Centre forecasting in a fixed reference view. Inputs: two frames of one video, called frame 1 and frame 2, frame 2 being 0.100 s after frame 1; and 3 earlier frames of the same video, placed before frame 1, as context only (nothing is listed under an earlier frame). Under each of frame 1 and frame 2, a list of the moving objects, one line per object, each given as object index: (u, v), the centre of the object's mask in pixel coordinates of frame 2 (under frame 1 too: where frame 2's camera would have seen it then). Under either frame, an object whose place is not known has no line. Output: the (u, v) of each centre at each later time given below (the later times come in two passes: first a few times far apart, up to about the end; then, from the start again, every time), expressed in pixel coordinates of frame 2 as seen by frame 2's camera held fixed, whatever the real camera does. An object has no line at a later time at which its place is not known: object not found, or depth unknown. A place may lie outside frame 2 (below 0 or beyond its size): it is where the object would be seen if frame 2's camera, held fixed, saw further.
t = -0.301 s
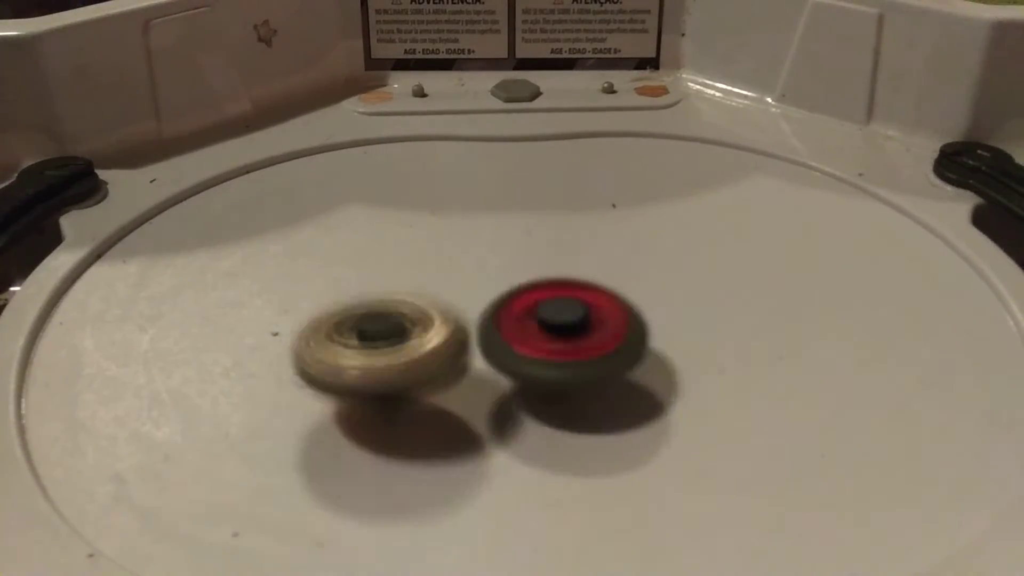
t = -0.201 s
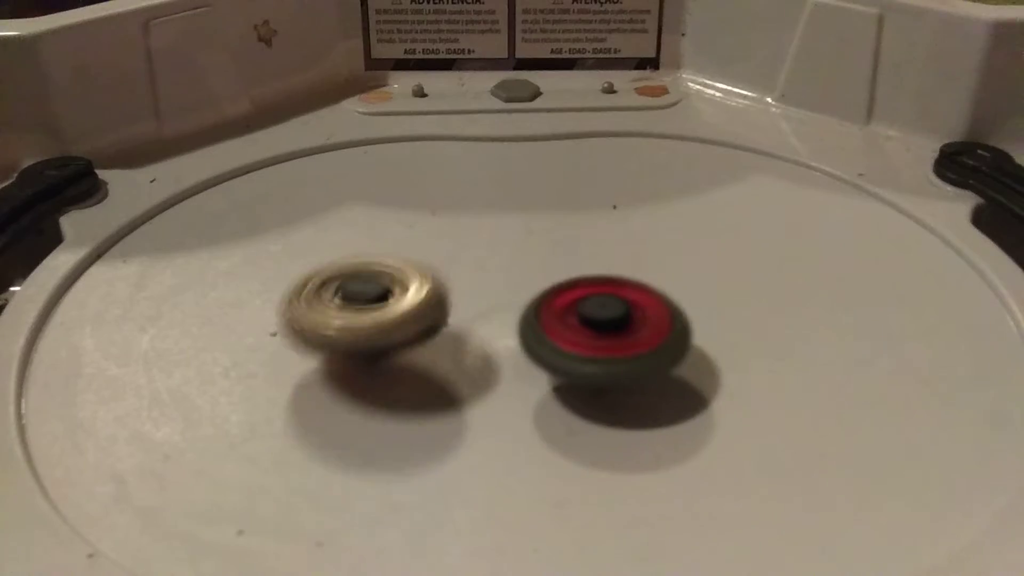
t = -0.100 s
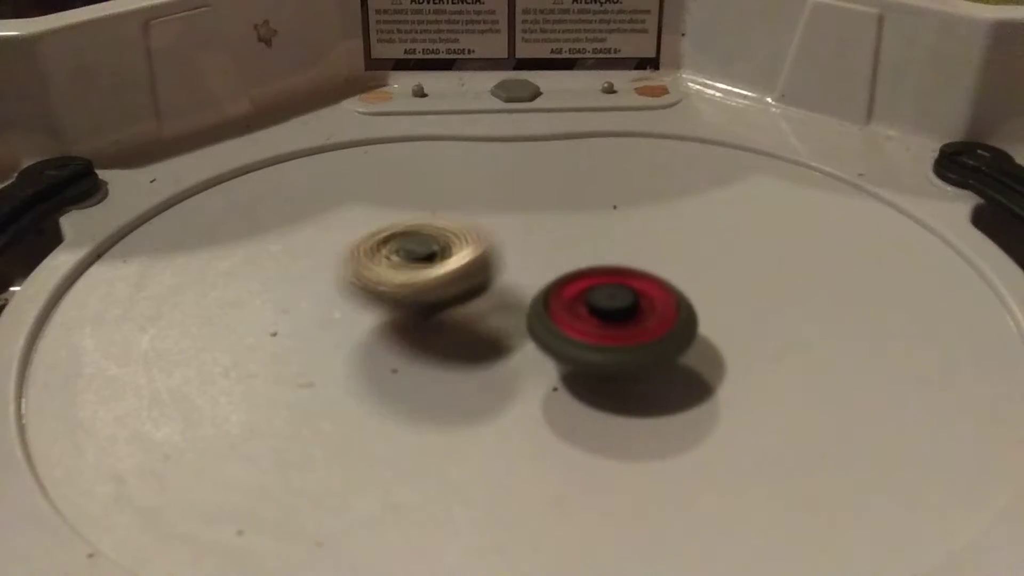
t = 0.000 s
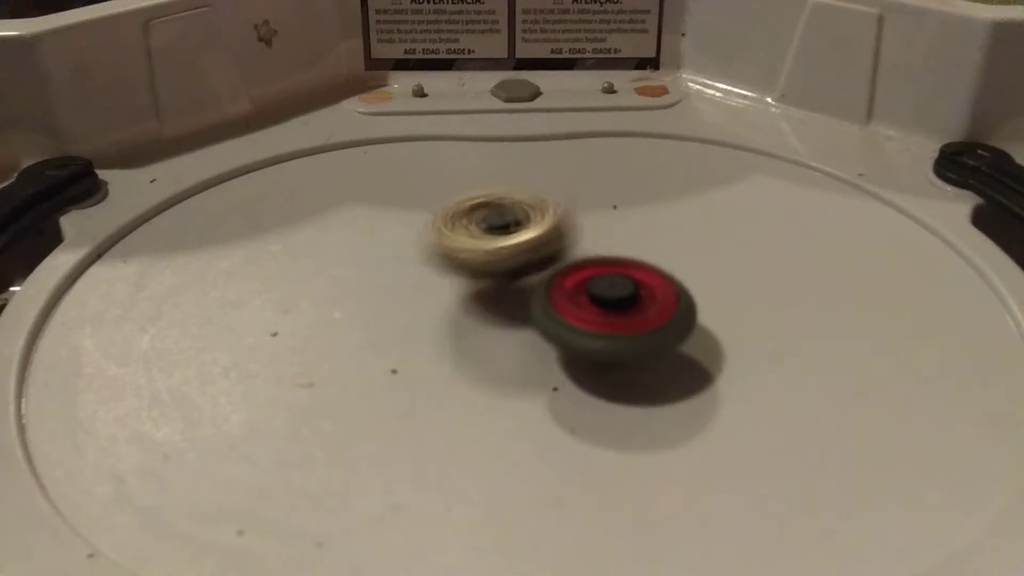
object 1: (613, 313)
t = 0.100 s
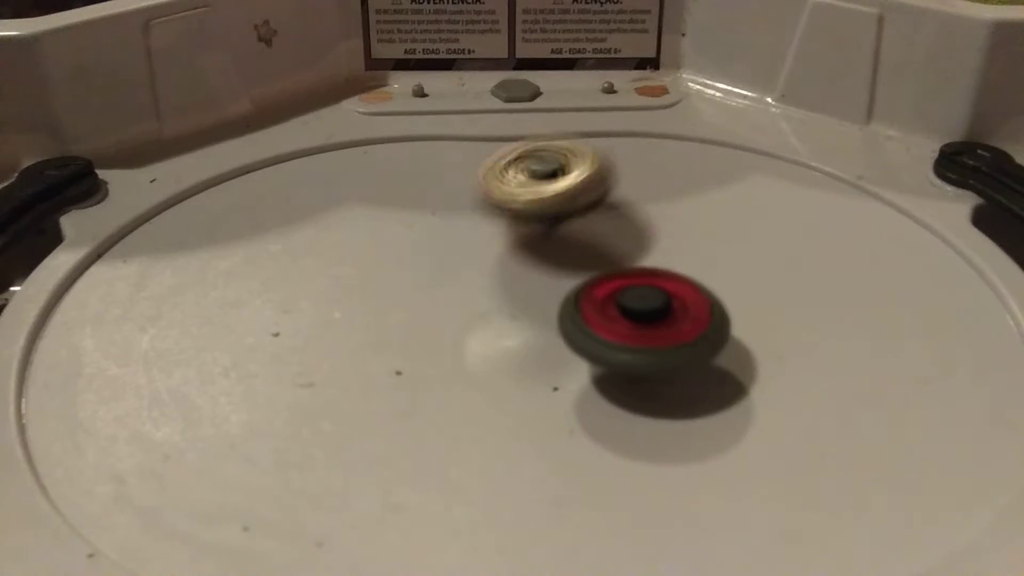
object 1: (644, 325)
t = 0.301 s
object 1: (634, 298)
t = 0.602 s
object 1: (575, 275)
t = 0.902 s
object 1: (479, 269)
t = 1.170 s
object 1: (432, 292)
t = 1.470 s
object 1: (476, 287)
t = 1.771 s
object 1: (544, 272)
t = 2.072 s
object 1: (625, 258)
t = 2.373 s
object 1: (651, 244)
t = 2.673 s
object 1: (630, 269)
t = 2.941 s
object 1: (657, 298)
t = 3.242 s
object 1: (715, 293)
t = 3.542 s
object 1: (664, 306)
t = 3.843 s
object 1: (696, 360)
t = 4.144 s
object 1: (664, 366)
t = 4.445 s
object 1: (595, 355)
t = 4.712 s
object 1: (553, 337)
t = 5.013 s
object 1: (489, 355)
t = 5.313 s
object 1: (472, 345)
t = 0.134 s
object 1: (646, 323)
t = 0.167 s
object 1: (647, 318)
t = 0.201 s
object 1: (645, 313)
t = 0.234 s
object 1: (642, 308)
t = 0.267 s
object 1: (639, 303)
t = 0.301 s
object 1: (634, 298)
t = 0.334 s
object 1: (630, 294)
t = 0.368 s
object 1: (625, 291)
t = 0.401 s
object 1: (618, 288)
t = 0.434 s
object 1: (611, 285)
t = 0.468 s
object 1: (604, 283)
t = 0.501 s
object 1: (596, 280)
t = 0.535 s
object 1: (589, 278)
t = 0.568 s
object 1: (583, 276)
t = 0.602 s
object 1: (575, 275)
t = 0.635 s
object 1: (564, 274)
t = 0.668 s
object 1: (550, 274)
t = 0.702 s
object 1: (541, 274)
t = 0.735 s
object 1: (538, 276)
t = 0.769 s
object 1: (534, 275)
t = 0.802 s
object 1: (522, 271)
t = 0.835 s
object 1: (509, 269)
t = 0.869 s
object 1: (494, 269)
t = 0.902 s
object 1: (479, 269)
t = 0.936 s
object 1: (467, 273)
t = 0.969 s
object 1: (457, 274)
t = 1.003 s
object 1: (448, 277)
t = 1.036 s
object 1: (441, 280)
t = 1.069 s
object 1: (435, 283)
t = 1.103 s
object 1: (432, 285)
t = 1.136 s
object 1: (431, 289)
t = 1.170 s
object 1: (432, 292)
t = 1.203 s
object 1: (439, 289)
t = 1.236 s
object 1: (452, 284)
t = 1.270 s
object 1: (461, 282)
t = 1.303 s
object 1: (467, 282)
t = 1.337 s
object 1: (470, 284)
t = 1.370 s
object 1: (471, 286)
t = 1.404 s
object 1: (472, 288)
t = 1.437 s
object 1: (473, 288)
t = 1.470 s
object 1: (476, 287)
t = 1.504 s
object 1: (479, 285)
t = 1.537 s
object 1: (482, 283)
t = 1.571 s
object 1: (485, 281)
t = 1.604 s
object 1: (488, 279)
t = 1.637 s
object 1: (491, 278)
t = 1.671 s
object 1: (493, 276)
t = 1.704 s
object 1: (494, 276)
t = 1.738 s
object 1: (508, 272)
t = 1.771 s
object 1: (544, 272)
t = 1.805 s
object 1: (571, 273)
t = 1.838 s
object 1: (590, 273)
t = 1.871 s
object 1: (599, 271)
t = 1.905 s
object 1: (605, 269)
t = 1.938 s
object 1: (611, 266)
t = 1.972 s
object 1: (616, 263)
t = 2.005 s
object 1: (619, 261)
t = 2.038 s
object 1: (622, 259)
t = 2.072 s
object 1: (625, 258)
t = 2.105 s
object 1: (628, 257)
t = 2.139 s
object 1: (631, 256)
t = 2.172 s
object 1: (640, 254)
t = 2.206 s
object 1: (646, 252)
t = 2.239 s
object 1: (650, 251)
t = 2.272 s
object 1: (652, 249)
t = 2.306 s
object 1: (654, 247)
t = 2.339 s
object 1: (653, 245)
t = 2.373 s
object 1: (651, 244)
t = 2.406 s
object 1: (648, 244)
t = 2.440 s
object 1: (645, 245)
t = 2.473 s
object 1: (643, 247)
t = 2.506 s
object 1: (640, 249)
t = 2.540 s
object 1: (637, 253)
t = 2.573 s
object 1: (635, 256)
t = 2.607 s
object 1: (633, 260)
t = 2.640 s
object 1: (632, 264)
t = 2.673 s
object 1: (630, 269)
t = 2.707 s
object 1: (629, 274)
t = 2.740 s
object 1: (628, 279)
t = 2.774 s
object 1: (629, 284)
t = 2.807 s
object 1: (635, 286)
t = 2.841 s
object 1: (644, 288)
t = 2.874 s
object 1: (650, 291)
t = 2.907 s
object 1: (654, 293)
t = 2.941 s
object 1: (657, 298)
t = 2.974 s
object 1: (662, 300)
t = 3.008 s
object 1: (681, 298)
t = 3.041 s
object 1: (697, 296)
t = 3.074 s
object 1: (707, 296)
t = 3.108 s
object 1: (711, 296)
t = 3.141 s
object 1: (713, 294)
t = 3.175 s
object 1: (715, 295)
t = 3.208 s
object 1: (715, 293)
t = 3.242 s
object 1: (715, 293)
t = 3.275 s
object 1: (712, 293)
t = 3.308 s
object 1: (708, 293)
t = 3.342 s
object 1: (703, 296)
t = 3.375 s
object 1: (697, 295)
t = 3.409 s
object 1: (691, 297)
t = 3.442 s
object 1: (684, 298)
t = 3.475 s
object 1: (677, 300)
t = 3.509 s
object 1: (671, 303)
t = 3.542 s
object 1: (664, 306)
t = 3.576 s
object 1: (656, 309)
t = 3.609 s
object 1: (648, 311)
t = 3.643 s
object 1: (658, 320)
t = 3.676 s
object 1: (679, 332)
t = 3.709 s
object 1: (691, 344)
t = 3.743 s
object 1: (696, 352)
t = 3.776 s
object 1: (696, 355)
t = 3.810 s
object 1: (696, 358)
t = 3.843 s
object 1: (696, 360)
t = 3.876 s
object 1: (694, 359)
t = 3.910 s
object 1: (693, 361)
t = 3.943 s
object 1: (692, 362)
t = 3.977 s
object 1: (689, 363)
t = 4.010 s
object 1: (684, 364)
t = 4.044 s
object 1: (680, 365)
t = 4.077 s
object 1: (675, 366)
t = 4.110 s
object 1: (670, 366)
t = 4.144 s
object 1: (664, 366)
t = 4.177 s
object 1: (658, 366)
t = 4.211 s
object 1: (650, 365)
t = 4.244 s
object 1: (644, 365)
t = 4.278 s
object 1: (637, 363)
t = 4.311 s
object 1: (629, 362)
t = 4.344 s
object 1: (621, 360)
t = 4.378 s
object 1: (613, 359)
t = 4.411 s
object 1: (603, 357)
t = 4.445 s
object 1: (595, 355)
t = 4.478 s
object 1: (598, 357)
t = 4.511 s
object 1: (600, 358)
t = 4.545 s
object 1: (597, 356)
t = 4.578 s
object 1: (591, 353)
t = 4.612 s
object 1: (583, 349)
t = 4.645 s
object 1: (574, 345)
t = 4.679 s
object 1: (566, 340)
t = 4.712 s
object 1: (553, 337)
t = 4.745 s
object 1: (537, 338)
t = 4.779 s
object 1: (514, 339)
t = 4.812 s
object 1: (502, 348)
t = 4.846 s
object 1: (498, 355)
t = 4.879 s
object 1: (496, 356)
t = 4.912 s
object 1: (495, 357)
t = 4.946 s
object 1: (494, 356)
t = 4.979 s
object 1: (492, 356)
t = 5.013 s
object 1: (489, 355)
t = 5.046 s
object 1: (488, 354)
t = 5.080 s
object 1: (485, 352)
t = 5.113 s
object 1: (484, 351)
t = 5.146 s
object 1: (484, 350)
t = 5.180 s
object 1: (485, 349)
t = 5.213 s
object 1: (480, 349)
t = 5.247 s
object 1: (476, 349)
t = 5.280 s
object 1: (473, 347)
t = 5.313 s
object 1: (472, 345)
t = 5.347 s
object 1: (470, 340)
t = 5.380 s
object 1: (471, 341)
